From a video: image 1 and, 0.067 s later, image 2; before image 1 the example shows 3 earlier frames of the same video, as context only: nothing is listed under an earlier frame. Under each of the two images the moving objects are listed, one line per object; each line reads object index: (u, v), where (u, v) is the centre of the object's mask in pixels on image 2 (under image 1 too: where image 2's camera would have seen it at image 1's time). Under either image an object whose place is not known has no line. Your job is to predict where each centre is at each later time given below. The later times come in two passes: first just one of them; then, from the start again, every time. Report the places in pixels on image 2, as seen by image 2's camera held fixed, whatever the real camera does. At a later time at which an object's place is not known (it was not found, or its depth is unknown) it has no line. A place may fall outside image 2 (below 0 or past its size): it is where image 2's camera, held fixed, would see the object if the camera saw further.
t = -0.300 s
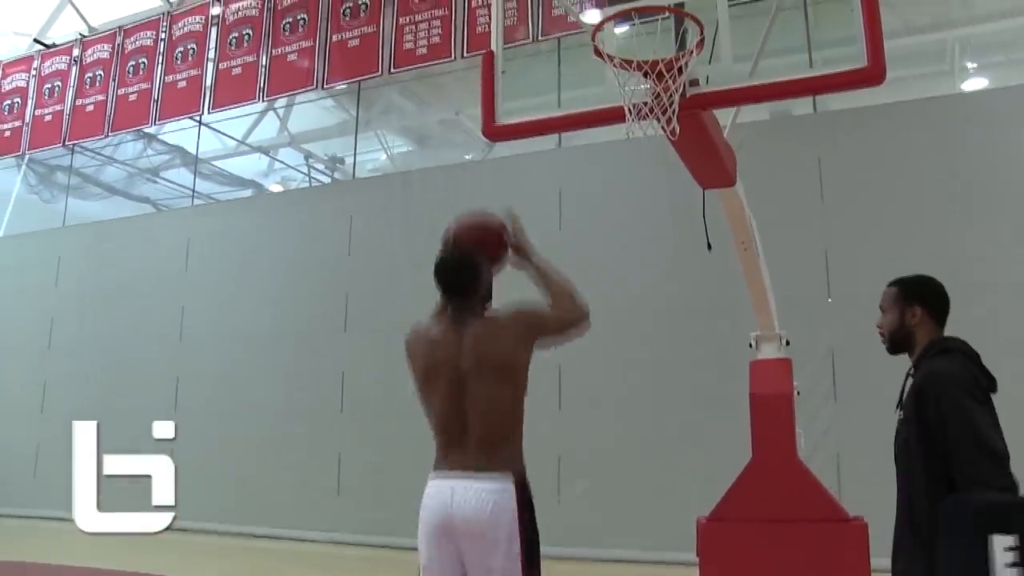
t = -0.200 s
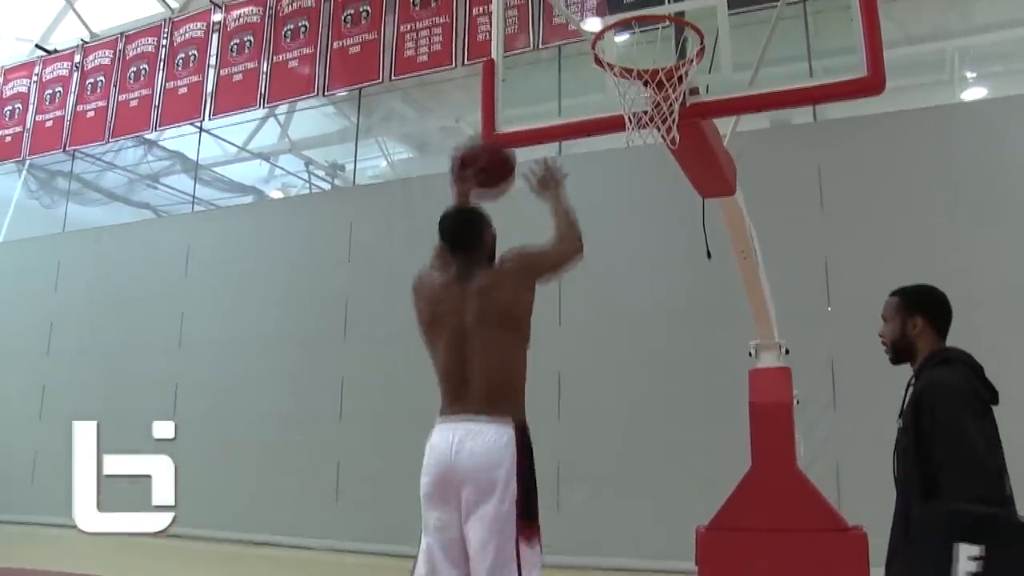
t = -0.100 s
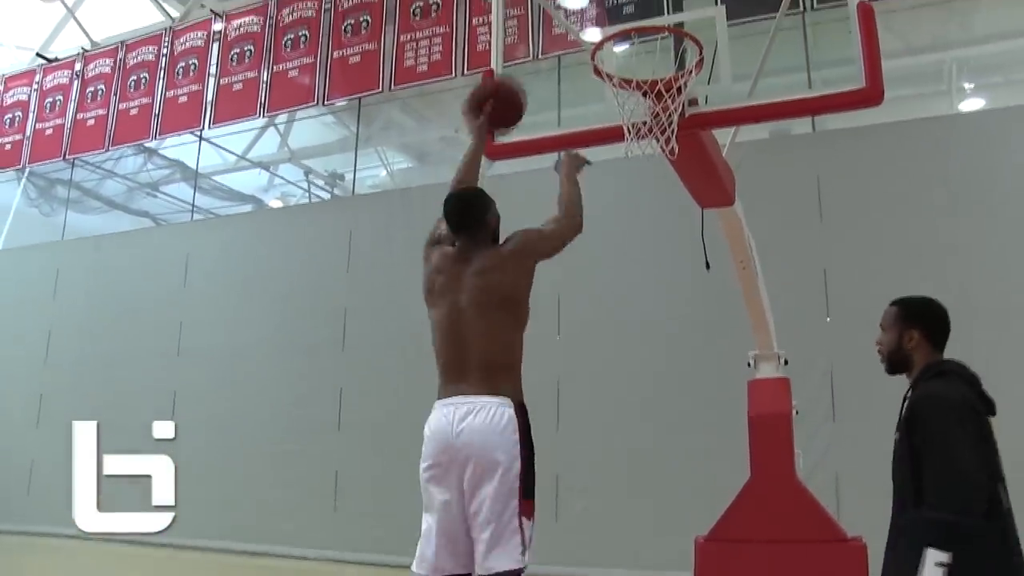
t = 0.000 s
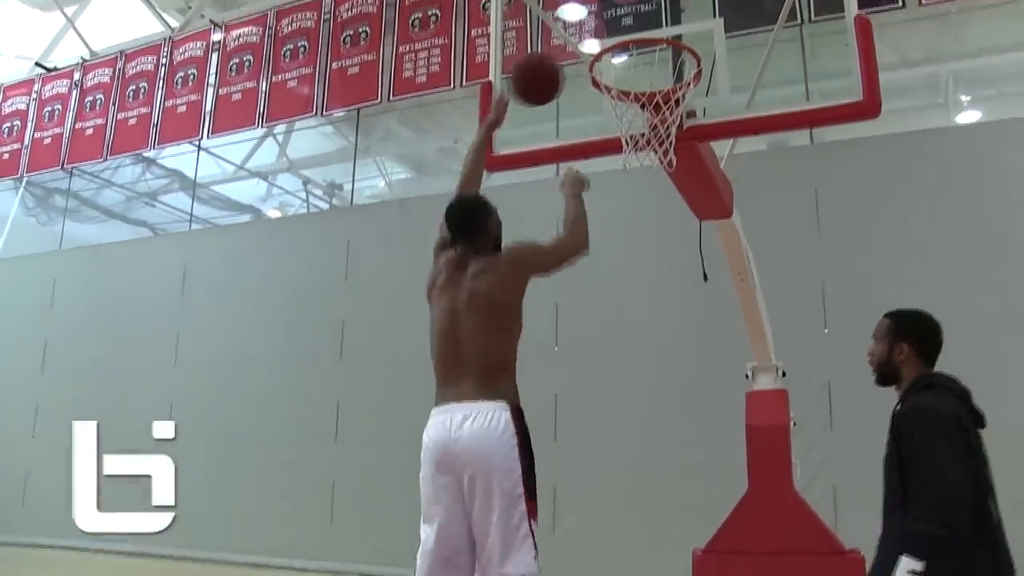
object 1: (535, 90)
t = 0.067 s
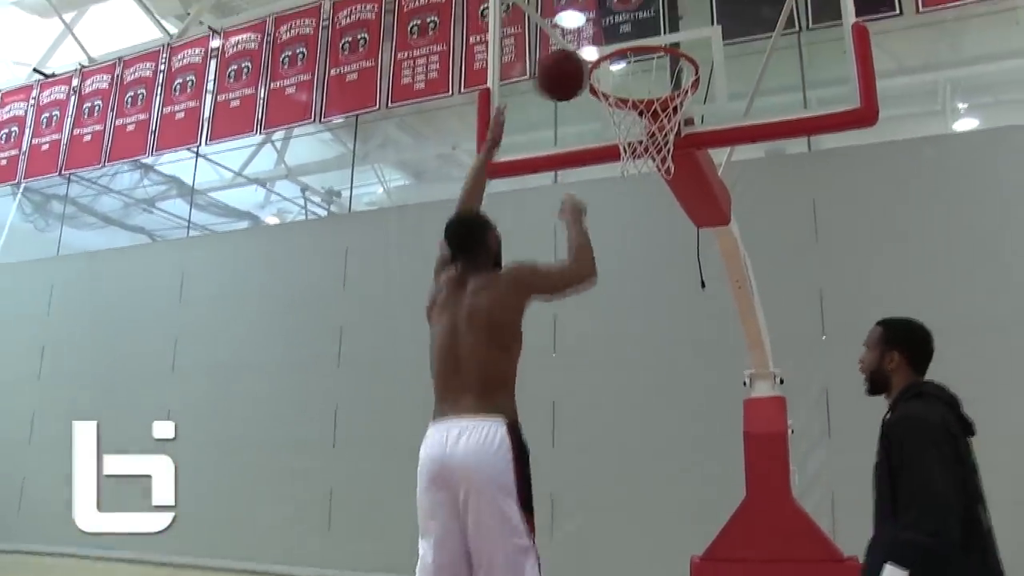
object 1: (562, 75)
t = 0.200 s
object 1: (600, 63)
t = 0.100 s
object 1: (571, 71)
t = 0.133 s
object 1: (587, 70)
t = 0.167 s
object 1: (598, 68)
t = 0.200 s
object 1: (600, 63)
